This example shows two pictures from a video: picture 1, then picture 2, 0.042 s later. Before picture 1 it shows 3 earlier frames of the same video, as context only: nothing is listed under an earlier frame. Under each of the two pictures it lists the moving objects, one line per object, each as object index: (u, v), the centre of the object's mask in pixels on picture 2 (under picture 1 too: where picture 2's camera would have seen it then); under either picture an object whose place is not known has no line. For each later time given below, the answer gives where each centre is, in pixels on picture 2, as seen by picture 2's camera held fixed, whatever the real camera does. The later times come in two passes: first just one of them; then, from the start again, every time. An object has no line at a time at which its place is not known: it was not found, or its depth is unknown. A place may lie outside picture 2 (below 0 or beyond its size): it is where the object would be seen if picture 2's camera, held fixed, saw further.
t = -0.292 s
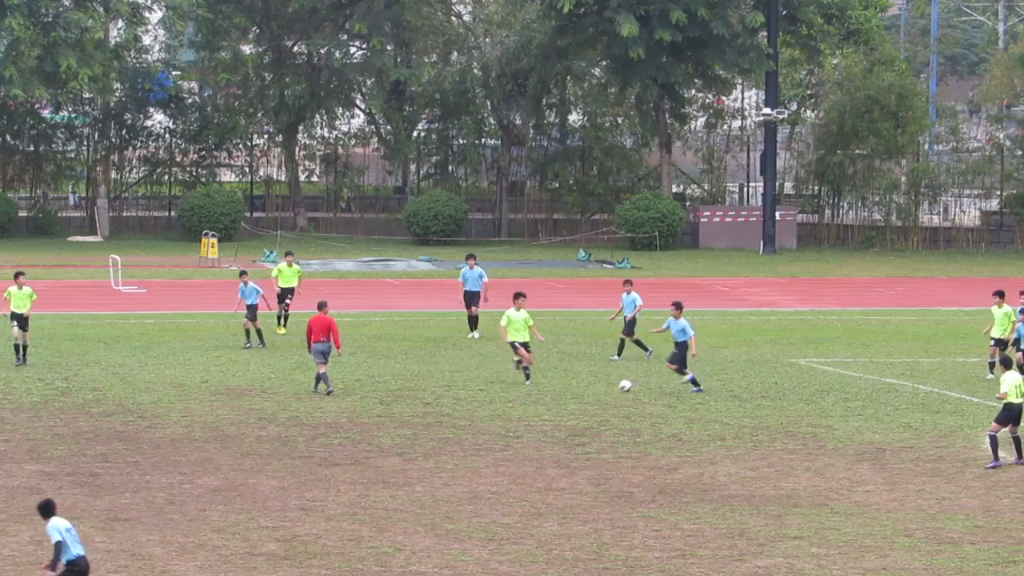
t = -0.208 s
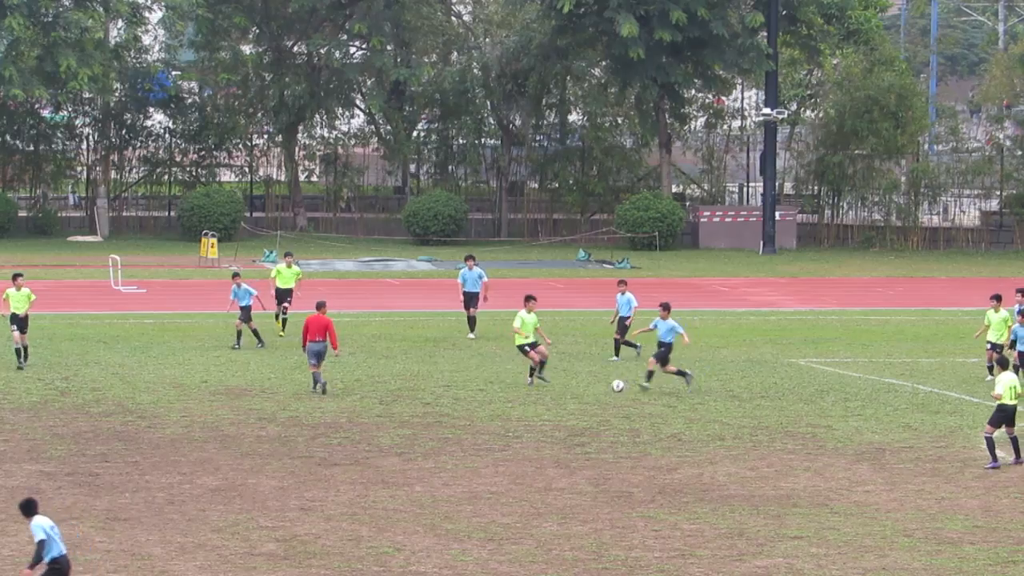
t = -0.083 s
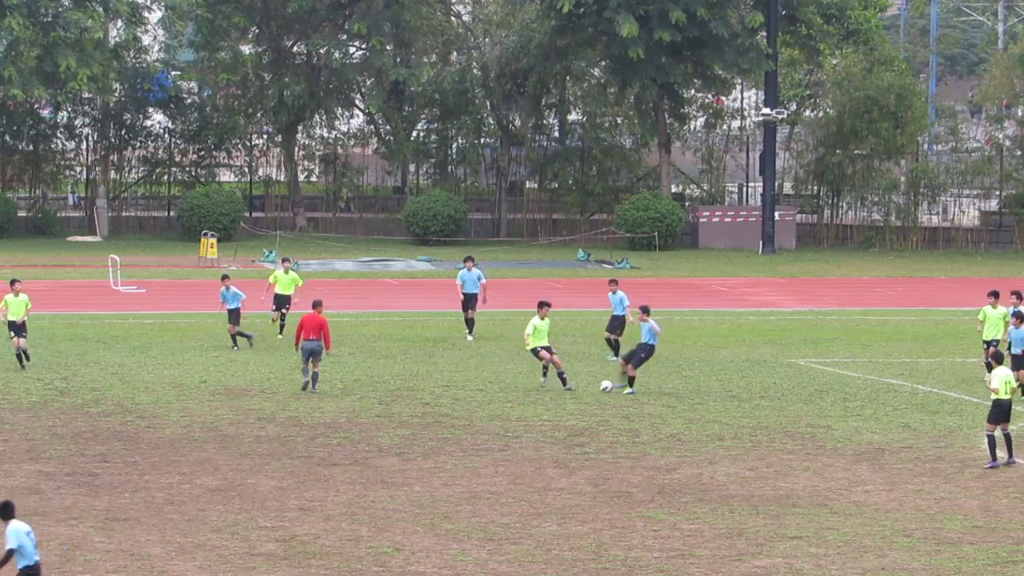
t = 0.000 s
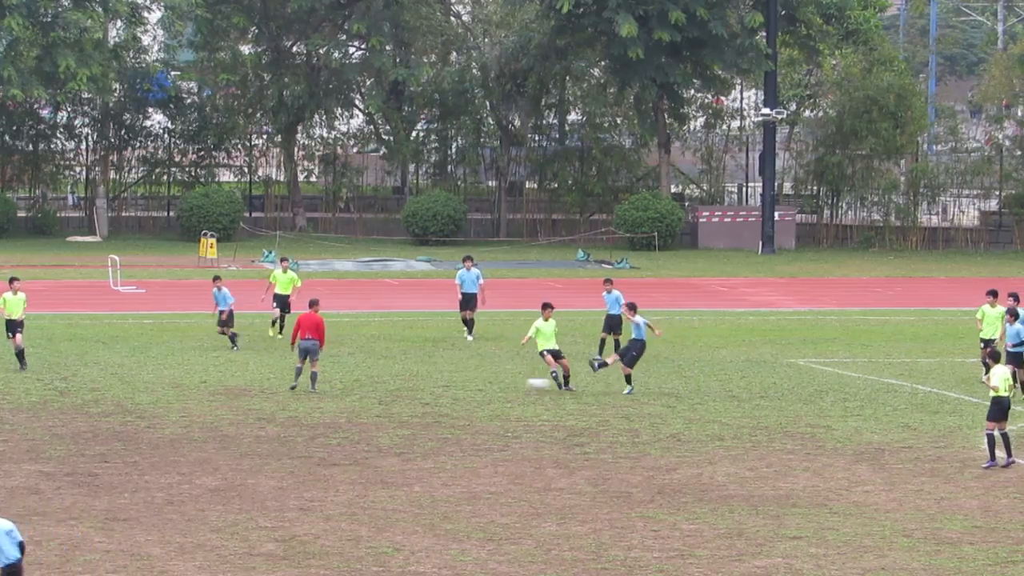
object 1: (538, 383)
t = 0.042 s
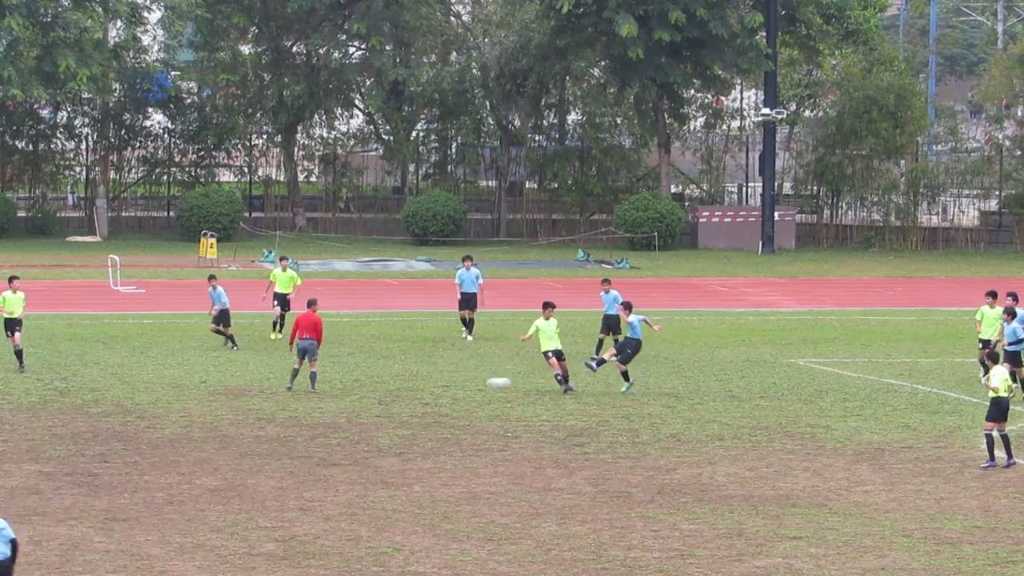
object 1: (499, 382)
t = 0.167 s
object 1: (384, 388)
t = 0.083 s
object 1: (459, 384)
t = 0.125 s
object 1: (422, 384)
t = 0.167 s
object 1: (384, 388)
